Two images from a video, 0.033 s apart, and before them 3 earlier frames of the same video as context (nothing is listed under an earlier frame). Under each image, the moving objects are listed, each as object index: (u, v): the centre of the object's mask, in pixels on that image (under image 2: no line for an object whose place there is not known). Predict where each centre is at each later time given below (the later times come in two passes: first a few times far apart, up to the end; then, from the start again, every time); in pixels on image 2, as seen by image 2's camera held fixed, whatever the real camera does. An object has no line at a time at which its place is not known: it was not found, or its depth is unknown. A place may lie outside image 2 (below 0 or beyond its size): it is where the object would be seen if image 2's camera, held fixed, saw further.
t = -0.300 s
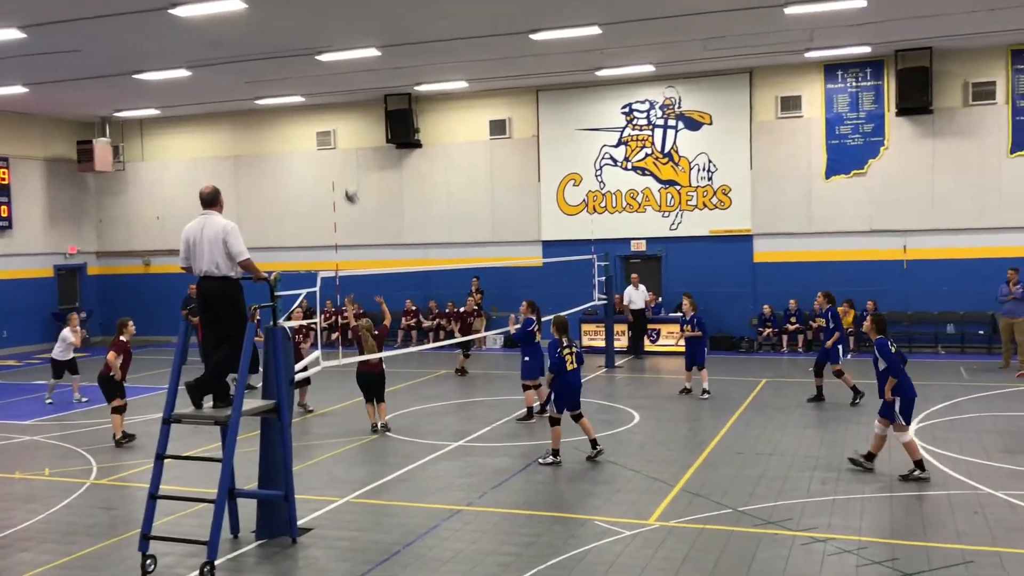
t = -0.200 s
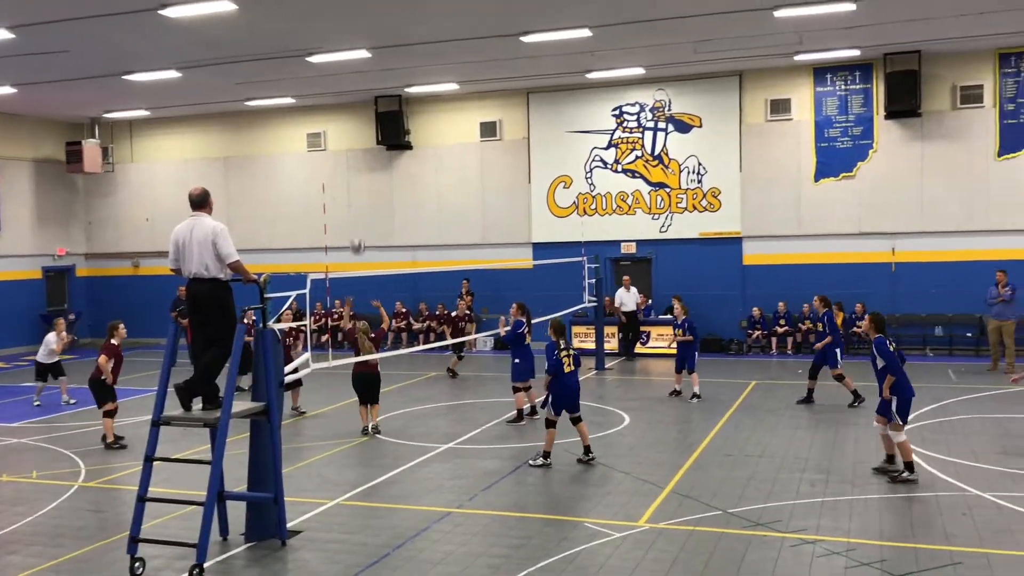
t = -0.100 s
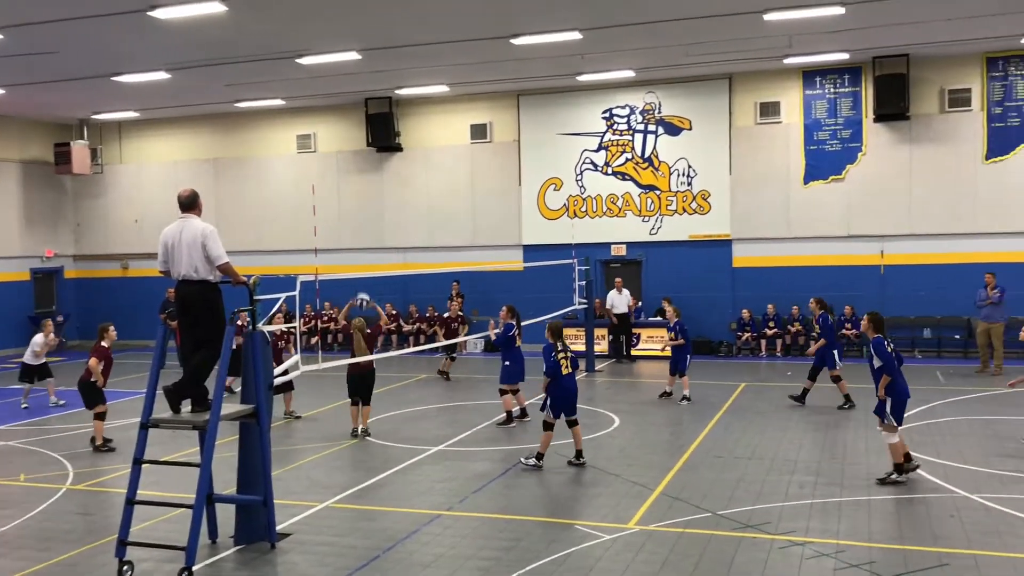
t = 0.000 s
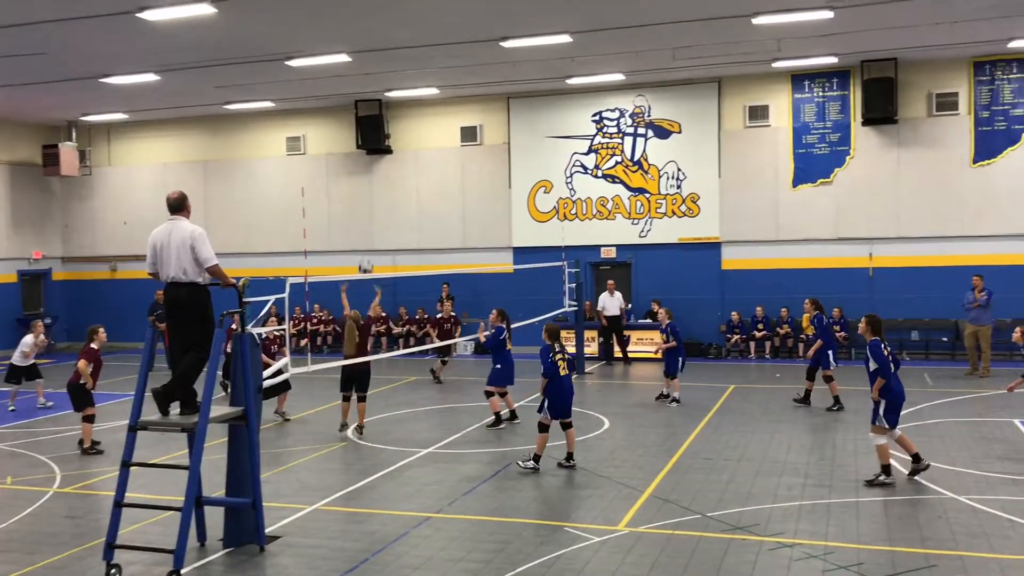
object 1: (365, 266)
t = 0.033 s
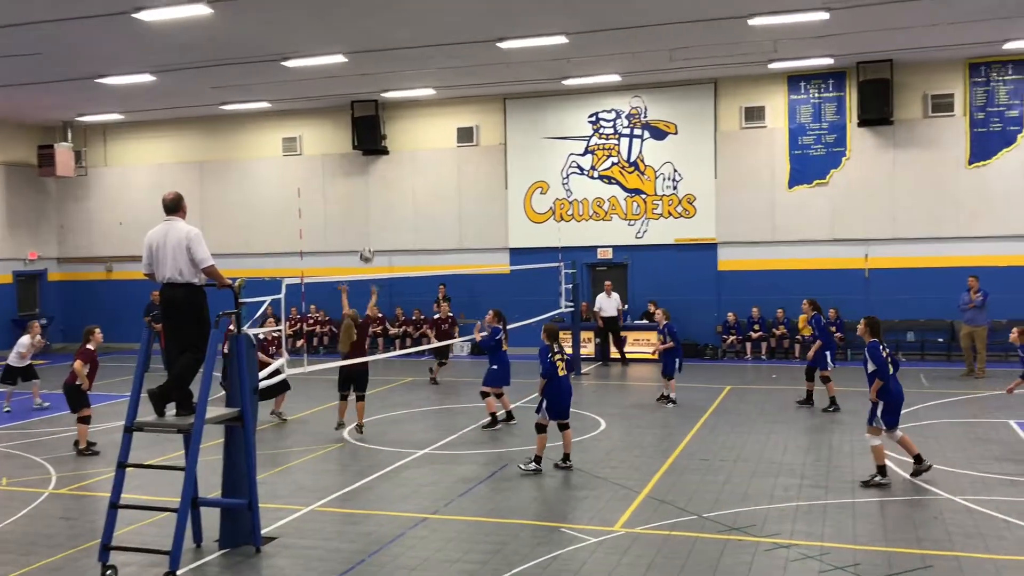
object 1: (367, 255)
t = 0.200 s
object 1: (386, 202)
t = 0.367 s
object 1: (403, 173)
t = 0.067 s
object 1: (371, 242)
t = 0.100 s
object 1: (375, 232)
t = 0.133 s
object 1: (379, 221)
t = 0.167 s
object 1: (382, 211)
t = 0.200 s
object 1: (386, 202)
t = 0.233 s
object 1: (389, 195)
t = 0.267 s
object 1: (393, 188)
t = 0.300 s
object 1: (397, 182)
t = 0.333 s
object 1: (400, 177)
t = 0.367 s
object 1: (403, 173)
